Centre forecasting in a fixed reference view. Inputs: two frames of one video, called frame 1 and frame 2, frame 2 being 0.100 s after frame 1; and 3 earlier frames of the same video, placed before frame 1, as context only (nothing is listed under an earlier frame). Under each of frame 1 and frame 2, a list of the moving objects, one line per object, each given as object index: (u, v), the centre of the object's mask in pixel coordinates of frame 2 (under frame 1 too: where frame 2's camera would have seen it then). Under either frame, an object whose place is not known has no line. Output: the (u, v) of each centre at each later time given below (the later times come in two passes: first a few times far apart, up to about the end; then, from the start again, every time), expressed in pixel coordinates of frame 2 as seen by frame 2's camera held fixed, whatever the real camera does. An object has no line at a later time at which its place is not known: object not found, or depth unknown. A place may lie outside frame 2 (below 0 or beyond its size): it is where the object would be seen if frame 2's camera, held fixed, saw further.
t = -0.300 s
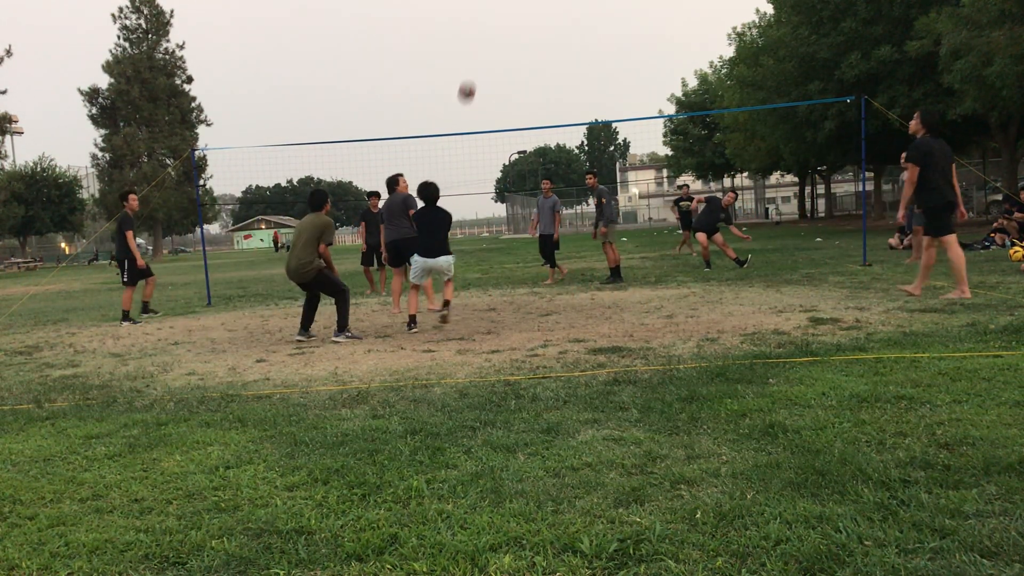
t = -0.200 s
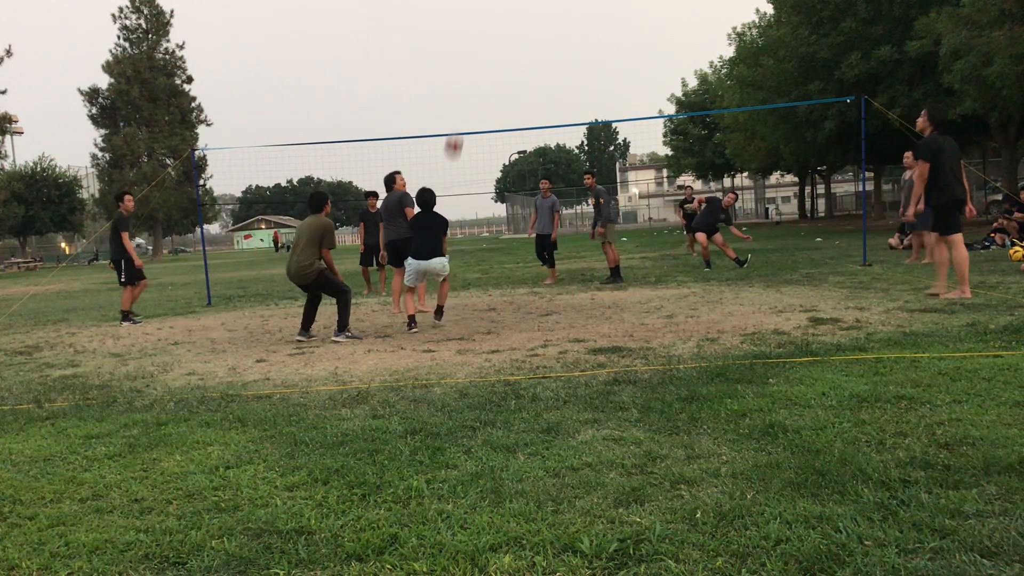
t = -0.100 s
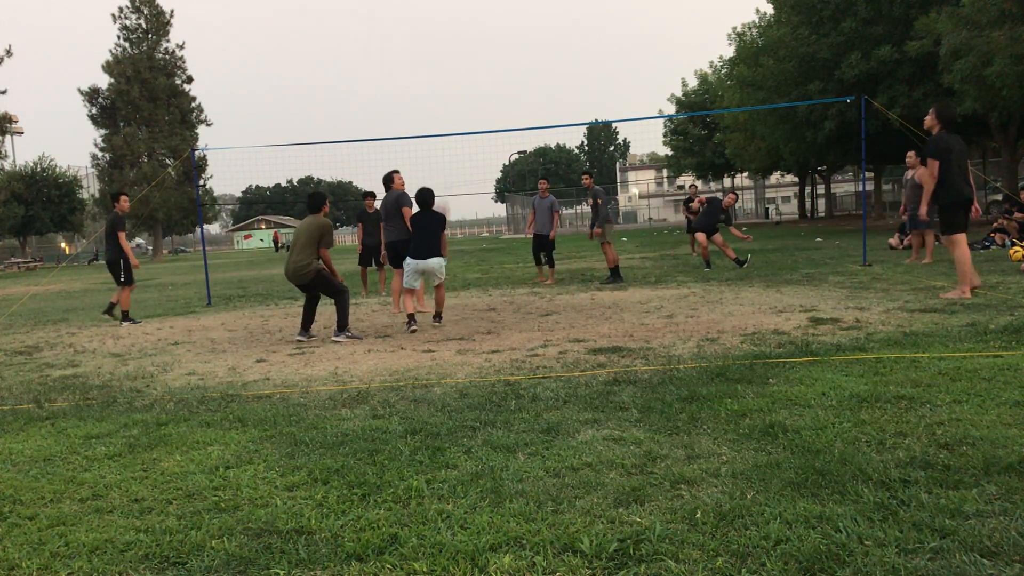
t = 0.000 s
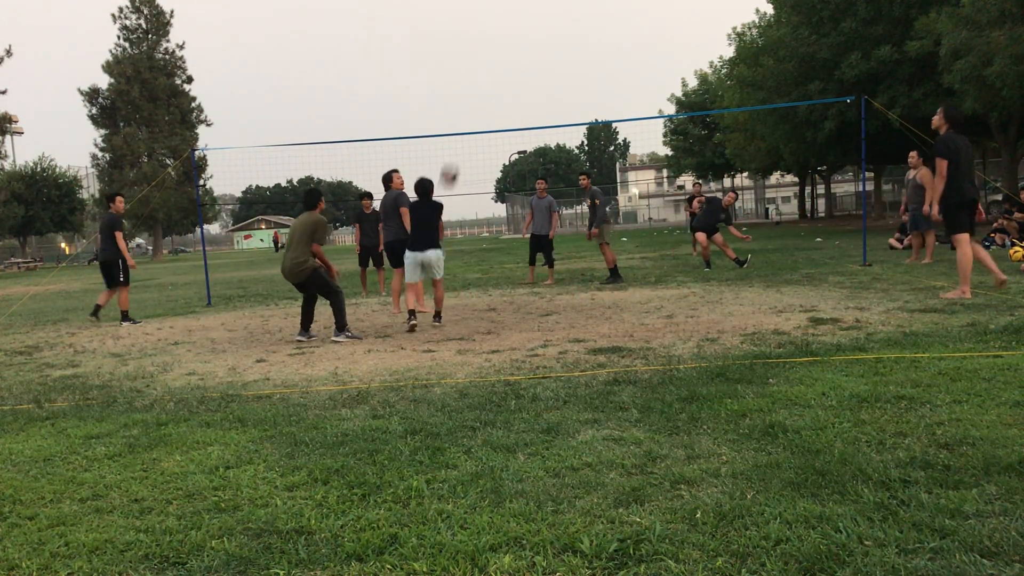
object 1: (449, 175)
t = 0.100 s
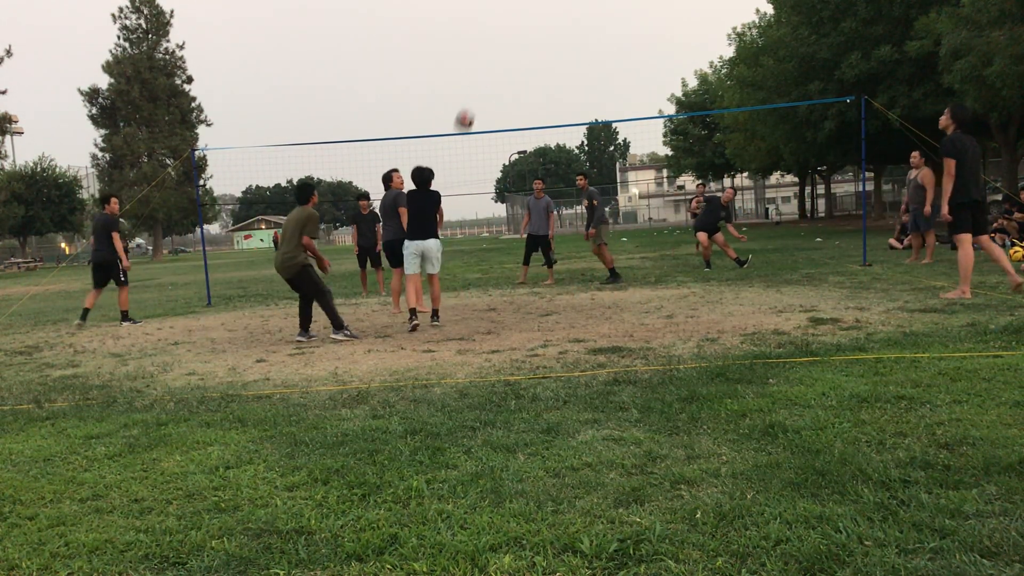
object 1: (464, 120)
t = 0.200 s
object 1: (478, 78)
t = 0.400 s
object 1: (508, 24)
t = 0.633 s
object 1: (540, 9)
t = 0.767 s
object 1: (559, 20)
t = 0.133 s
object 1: (469, 106)
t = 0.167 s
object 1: (474, 90)
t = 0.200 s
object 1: (478, 78)
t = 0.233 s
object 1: (483, 66)
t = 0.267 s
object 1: (488, 56)
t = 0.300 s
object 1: (493, 46)
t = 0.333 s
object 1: (498, 37)
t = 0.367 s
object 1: (503, 30)
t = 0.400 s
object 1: (508, 24)
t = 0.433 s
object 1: (512, 19)
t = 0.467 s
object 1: (517, 15)
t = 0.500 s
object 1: (522, 12)
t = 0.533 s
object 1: (526, 9)
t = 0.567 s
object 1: (531, 9)
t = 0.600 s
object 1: (536, 8)
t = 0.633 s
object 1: (540, 9)
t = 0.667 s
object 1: (545, 11)
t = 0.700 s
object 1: (550, 13)
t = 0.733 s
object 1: (554, 16)
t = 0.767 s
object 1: (559, 20)
